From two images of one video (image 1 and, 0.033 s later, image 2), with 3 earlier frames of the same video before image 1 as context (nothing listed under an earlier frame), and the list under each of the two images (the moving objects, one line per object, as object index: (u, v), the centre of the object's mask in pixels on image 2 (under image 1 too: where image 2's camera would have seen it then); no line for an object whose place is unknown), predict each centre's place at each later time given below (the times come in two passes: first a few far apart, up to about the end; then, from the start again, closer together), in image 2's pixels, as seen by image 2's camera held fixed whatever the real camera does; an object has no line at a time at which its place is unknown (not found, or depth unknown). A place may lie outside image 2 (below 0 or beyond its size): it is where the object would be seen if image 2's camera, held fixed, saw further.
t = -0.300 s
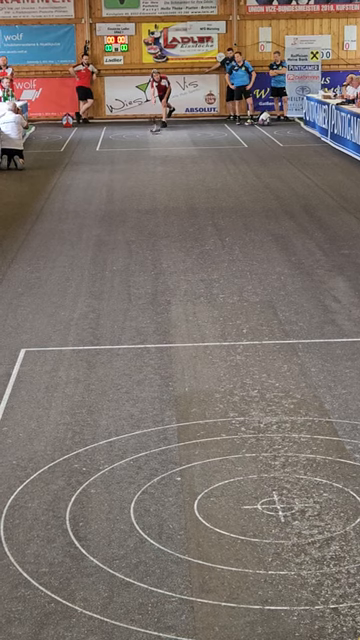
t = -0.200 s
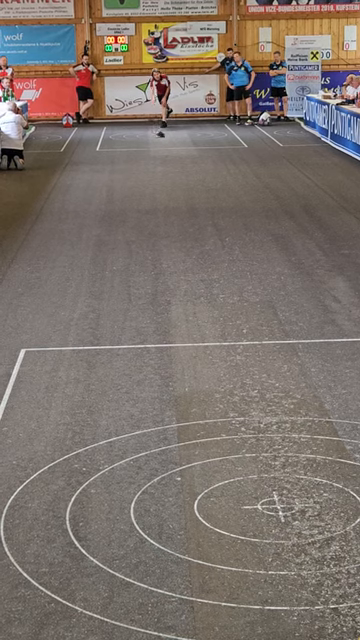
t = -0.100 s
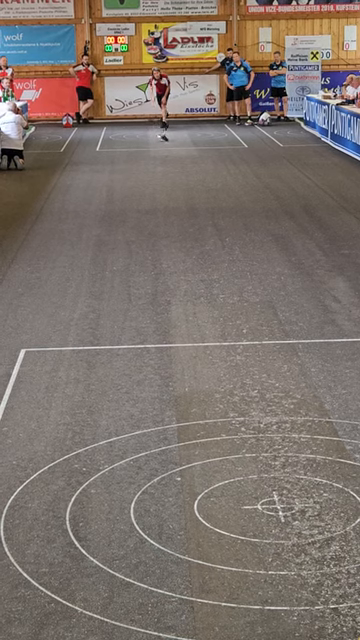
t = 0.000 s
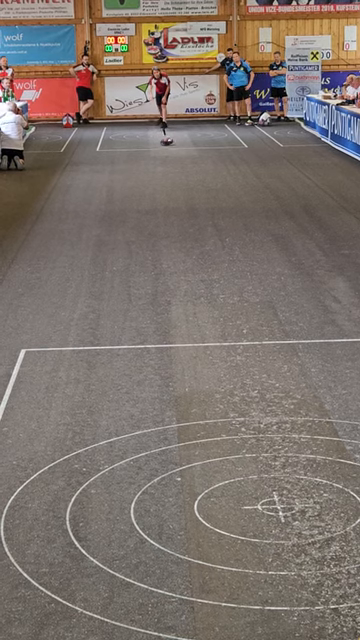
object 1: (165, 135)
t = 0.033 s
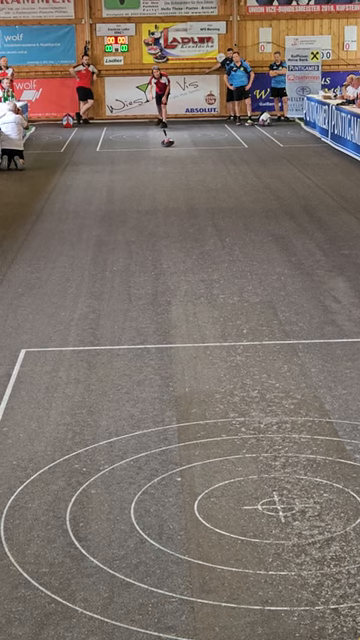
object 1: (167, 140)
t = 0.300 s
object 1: (176, 151)
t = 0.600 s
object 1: (191, 167)
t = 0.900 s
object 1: (205, 185)
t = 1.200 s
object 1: (223, 207)
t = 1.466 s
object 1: (238, 230)
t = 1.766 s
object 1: (260, 261)
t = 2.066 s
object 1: (286, 300)
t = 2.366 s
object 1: (313, 349)
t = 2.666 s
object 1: (346, 410)
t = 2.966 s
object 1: (385, 497)
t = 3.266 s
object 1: (427, 575)
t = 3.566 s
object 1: (465, 672)
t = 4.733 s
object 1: (498, 784)
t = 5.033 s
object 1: (498, 785)
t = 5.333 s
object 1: (498, 785)
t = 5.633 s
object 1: (498, 784)
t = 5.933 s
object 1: (498, 785)
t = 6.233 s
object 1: (498, 784)
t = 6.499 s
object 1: (498, 785)
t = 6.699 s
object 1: (498, 785)
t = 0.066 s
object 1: (168, 142)
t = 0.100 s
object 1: (170, 143)
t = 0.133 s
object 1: (171, 145)
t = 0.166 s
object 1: (172, 146)
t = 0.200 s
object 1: (173, 148)
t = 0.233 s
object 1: (174, 148)
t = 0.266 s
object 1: (175, 150)
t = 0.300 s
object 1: (176, 151)
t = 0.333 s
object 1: (178, 153)
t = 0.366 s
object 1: (180, 155)
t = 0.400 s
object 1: (182, 157)
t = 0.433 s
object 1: (184, 158)
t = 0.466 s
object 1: (186, 159)
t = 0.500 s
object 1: (187, 161)
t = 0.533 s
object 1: (189, 163)
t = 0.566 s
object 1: (191, 165)
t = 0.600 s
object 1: (191, 167)
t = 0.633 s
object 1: (192, 169)
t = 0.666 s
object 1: (193, 170)
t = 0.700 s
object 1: (195, 172)
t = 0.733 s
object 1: (196, 174)
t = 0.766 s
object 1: (198, 177)
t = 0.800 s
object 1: (199, 179)
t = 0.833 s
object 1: (201, 181)
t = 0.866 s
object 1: (203, 183)
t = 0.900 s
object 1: (205, 185)
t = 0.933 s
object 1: (207, 187)
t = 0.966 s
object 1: (209, 189)
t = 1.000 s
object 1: (211, 192)
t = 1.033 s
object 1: (213, 195)
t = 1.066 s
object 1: (215, 197)
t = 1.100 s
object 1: (217, 200)
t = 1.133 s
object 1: (218, 202)
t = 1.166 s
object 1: (220, 204)
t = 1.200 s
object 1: (223, 207)
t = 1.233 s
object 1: (225, 209)
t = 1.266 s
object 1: (227, 213)
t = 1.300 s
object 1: (228, 215)
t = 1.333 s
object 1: (229, 218)
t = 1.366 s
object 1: (231, 220)
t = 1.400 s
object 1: (233, 222)
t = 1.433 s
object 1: (235, 226)
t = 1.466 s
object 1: (238, 230)
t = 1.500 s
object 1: (241, 234)
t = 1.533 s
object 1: (243, 237)
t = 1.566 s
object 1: (246, 240)
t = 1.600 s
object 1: (249, 243)
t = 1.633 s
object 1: (251, 247)
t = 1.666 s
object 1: (254, 250)
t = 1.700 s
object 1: (256, 254)
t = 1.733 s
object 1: (258, 258)
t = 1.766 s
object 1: (260, 261)
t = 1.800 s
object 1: (261, 263)
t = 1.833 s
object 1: (263, 267)
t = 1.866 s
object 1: (266, 271)
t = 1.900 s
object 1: (270, 277)
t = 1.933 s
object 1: (273, 281)
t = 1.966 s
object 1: (277, 287)
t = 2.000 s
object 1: (280, 291)
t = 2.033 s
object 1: (282, 295)
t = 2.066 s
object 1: (286, 300)
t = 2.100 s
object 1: (288, 304)
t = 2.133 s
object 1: (291, 310)
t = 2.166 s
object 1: (294, 316)
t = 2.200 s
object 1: (296, 322)
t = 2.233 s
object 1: (299, 325)
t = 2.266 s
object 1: (302, 328)
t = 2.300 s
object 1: (306, 335)
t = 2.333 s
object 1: (310, 341)
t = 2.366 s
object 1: (313, 349)
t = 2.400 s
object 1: (317, 357)
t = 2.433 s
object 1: (320, 368)
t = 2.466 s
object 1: (323, 365)
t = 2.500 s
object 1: (328, 373)
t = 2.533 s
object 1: (332, 381)
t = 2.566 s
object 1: (335, 390)
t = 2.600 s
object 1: (338, 397)
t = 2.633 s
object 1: (342, 404)
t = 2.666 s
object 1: (346, 410)
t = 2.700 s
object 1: (350, 417)
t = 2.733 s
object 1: (356, 426)
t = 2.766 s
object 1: (359, 436)
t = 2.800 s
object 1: (364, 451)
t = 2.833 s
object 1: (368, 459)
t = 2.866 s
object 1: (371, 460)
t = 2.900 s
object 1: (377, 476)
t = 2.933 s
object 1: (380, 479)
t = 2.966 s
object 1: (385, 497)
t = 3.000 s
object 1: (391, 498)
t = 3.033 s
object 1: (395, 506)
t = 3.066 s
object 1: (400, 515)
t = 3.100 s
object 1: (404, 525)
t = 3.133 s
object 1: (408, 536)
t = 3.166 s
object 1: (412, 555)
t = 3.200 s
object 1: (417, 556)
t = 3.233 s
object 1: (422, 565)
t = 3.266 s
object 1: (427, 575)
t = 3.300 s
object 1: (431, 594)
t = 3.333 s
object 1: (436, 598)
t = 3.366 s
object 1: (440, 607)
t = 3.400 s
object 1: (445, 617)
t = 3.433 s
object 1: (450, 629)
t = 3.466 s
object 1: (454, 640)
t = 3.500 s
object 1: (459, 650)
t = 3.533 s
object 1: (462, 661)
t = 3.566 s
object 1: (465, 672)
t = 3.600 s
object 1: (469, 683)
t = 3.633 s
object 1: (474, 692)
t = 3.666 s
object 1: (477, 701)
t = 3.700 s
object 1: (480, 709)
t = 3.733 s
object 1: (483, 720)
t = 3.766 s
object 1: (486, 727)
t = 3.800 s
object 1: (489, 734)
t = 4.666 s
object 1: (498, 784)
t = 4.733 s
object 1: (498, 784)
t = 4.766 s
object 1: (498, 784)
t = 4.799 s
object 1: (498, 784)
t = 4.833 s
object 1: (498, 784)
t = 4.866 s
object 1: (498, 784)
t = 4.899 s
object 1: (498, 784)
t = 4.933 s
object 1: (498, 785)
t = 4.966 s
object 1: (498, 785)
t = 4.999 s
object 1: (498, 785)
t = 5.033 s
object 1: (498, 785)
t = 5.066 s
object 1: (498, 785)
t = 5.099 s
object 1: (498, 785)
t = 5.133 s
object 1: (498, 785)
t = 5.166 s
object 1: (498, 784)
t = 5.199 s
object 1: (498, 785)
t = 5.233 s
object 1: (498, 784)
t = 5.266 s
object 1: (498, 785)
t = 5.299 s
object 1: (498, 785)
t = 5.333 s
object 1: (498, 785)
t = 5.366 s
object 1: (498, 785)
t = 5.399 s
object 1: (498, 784)
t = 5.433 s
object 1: (498, 785)
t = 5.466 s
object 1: (498, 785)
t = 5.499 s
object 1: (498, 785)
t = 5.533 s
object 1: (498, 784)
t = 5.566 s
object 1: (498, 785)
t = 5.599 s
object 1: (498, 785)
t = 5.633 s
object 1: (498, 784)
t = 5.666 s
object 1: (498, 785)
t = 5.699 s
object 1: (498, 785)
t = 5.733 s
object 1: (498, 785)
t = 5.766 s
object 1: (498, 785)
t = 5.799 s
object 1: (498, 785)
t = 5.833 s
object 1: (498, 785)
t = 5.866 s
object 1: (498, 785)
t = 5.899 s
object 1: (498, 784)
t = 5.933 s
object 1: (498, 785)
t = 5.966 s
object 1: (498, 784)
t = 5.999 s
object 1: (498, 785)
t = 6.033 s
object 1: (498, 785)
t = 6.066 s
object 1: (498, 785)
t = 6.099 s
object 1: (498, 785)
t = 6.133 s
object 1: (498, 785)
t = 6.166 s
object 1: (498, 785)
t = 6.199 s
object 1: (498, 785)
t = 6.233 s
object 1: (498, 784)
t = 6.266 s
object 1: (498, 785)
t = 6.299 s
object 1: (498, 785)
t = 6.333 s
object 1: (498, 784)
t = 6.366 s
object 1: (499, 785)
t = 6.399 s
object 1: (498, 785)
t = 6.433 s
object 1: (498, 785)
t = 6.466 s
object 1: (498, 785)
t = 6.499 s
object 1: (498, 785)
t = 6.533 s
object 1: (498, 785)
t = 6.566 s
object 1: (498, 785)
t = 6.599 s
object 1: (498, 785)
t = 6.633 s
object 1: (498, 785)
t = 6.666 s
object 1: (498, 785)
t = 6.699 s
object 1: (498, 785)
